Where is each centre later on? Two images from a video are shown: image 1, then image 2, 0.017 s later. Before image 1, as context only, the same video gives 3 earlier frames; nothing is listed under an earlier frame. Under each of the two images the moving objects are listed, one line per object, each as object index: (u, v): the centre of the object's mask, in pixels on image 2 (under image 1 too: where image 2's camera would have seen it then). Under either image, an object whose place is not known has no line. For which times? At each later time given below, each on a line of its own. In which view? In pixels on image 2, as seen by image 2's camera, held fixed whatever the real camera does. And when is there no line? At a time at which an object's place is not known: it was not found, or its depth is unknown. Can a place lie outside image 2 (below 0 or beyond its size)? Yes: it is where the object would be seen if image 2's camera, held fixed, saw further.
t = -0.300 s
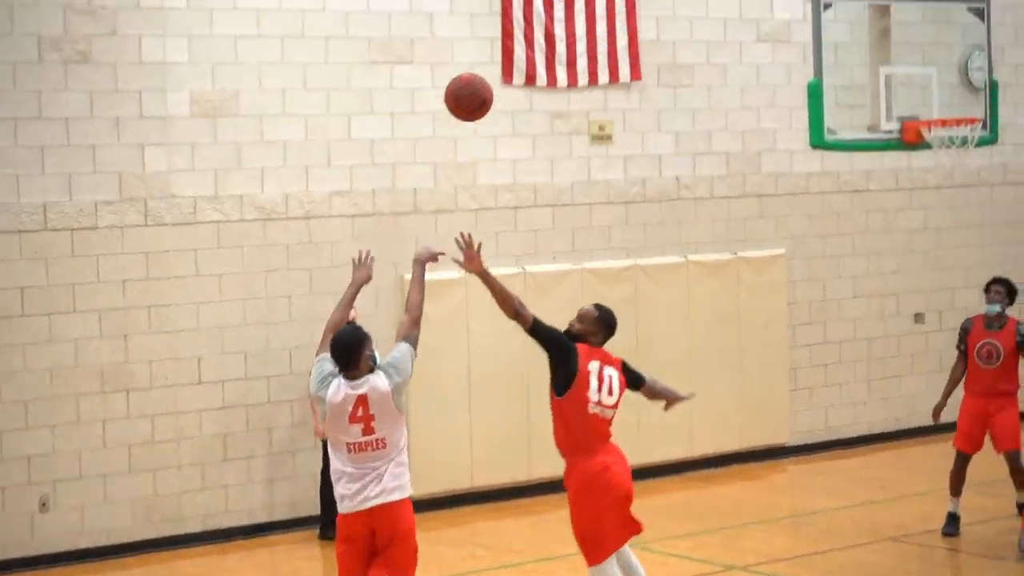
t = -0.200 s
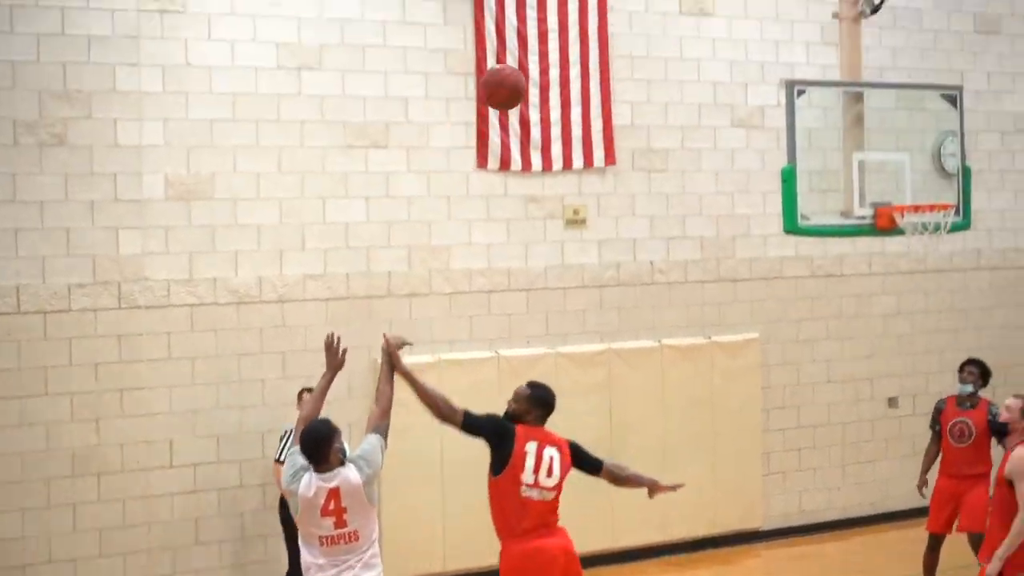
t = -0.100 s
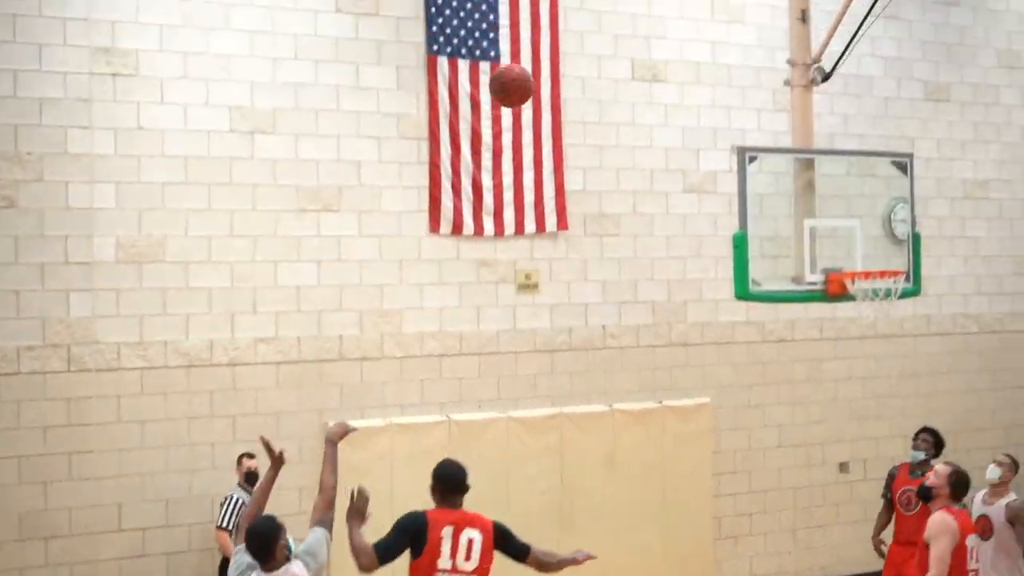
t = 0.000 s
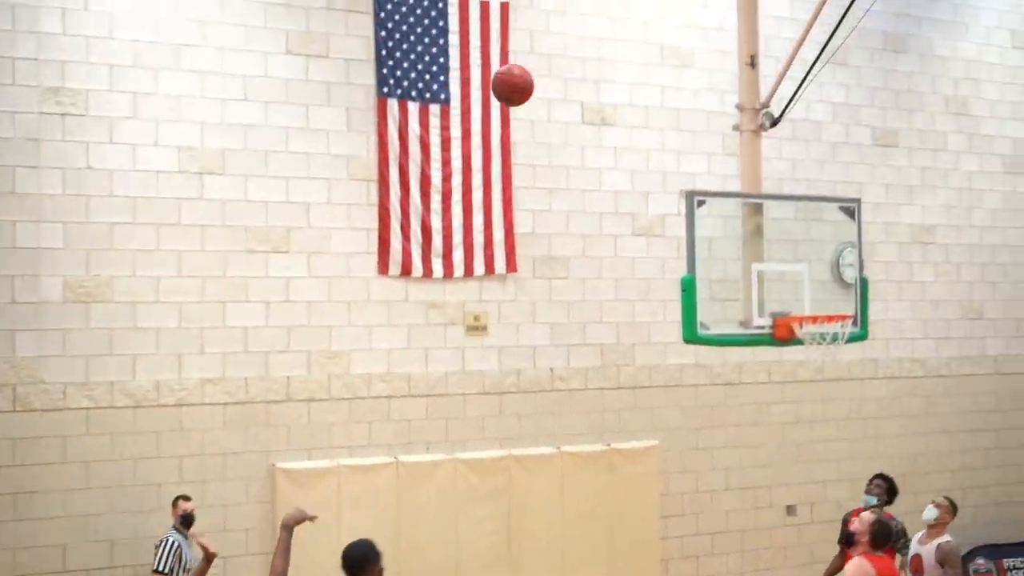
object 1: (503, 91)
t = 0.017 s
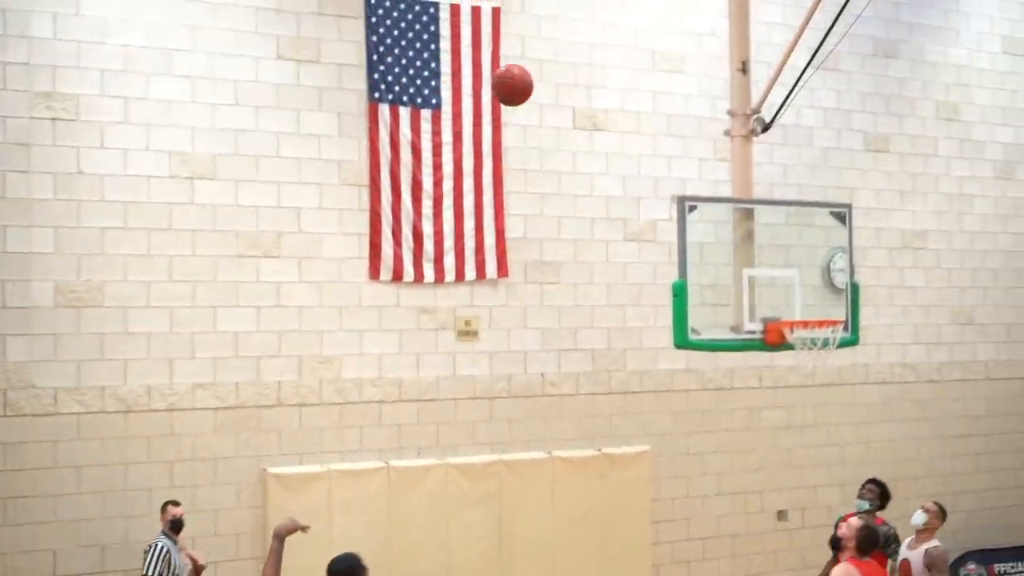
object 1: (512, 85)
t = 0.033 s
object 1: (521, 80)
